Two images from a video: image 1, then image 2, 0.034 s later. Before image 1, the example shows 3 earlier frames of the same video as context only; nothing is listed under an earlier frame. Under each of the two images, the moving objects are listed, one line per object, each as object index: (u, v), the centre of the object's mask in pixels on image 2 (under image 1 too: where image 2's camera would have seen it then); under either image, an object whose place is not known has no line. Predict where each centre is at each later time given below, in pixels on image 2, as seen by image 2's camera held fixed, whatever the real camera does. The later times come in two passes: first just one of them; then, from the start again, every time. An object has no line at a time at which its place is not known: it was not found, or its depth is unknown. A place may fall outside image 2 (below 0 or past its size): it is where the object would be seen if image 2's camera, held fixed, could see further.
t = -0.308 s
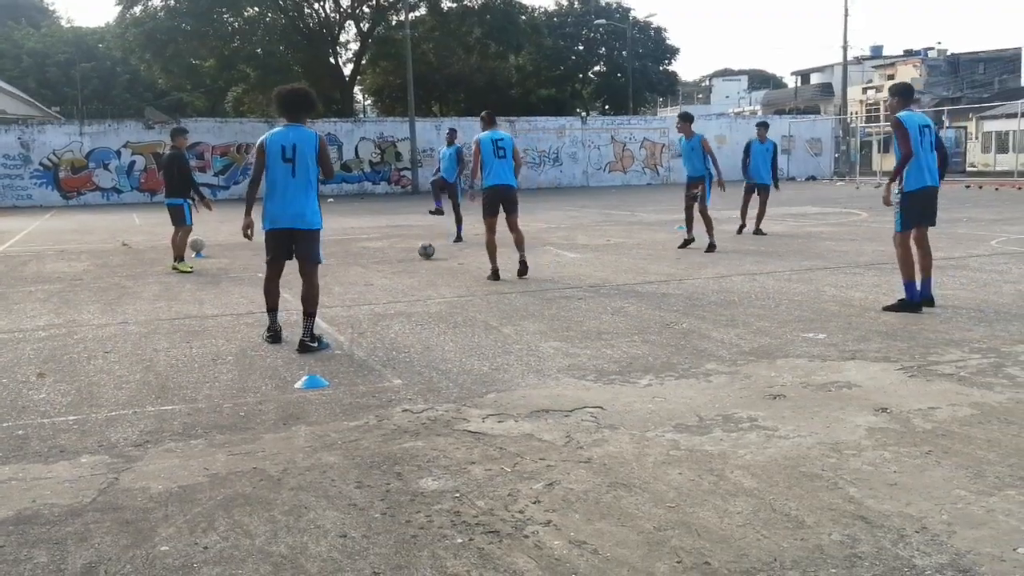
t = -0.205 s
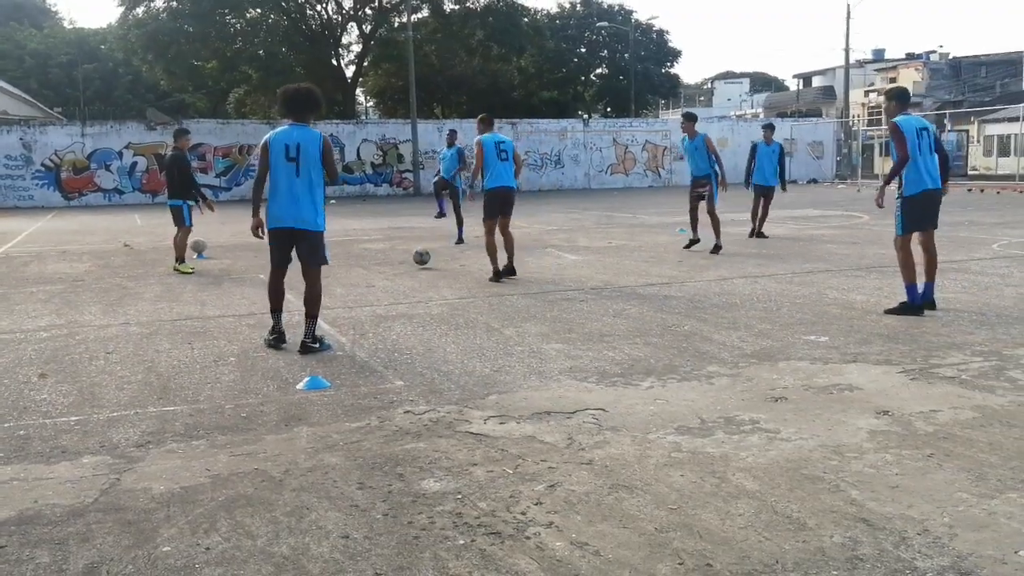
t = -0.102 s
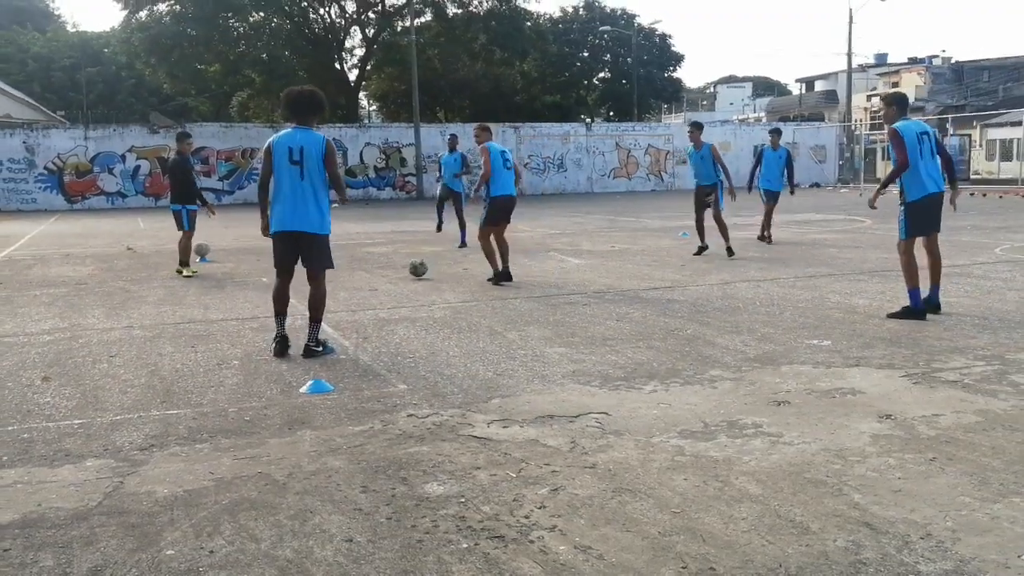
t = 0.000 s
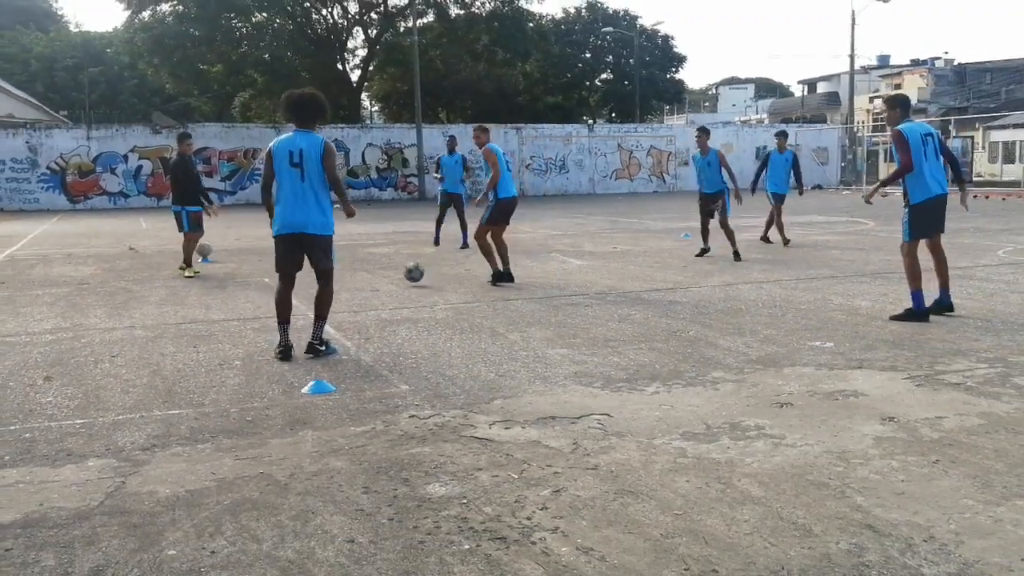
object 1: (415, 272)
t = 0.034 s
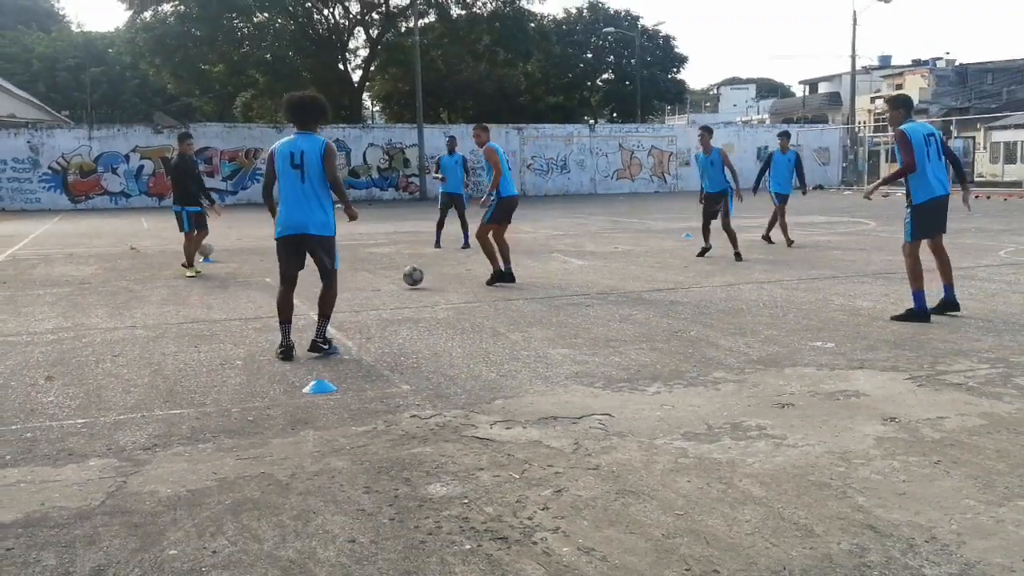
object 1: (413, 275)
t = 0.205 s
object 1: (405, 287)
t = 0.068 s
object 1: (411, 279)
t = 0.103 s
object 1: (410, 279)
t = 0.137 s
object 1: (408, 281)
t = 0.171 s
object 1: (406, 283)
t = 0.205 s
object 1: (405, 287)
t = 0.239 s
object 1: (403, 291)
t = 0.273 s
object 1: (401, 292)
